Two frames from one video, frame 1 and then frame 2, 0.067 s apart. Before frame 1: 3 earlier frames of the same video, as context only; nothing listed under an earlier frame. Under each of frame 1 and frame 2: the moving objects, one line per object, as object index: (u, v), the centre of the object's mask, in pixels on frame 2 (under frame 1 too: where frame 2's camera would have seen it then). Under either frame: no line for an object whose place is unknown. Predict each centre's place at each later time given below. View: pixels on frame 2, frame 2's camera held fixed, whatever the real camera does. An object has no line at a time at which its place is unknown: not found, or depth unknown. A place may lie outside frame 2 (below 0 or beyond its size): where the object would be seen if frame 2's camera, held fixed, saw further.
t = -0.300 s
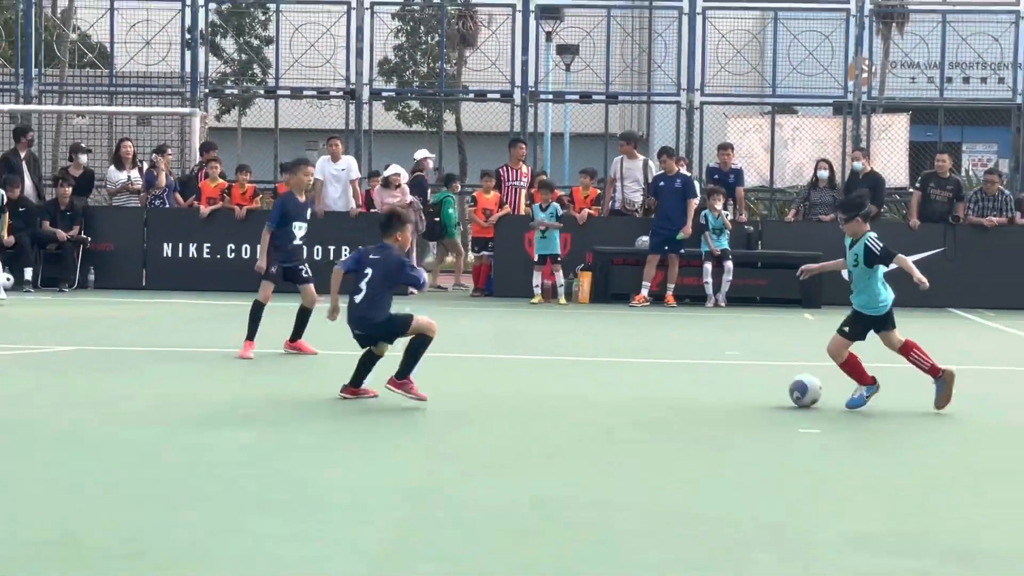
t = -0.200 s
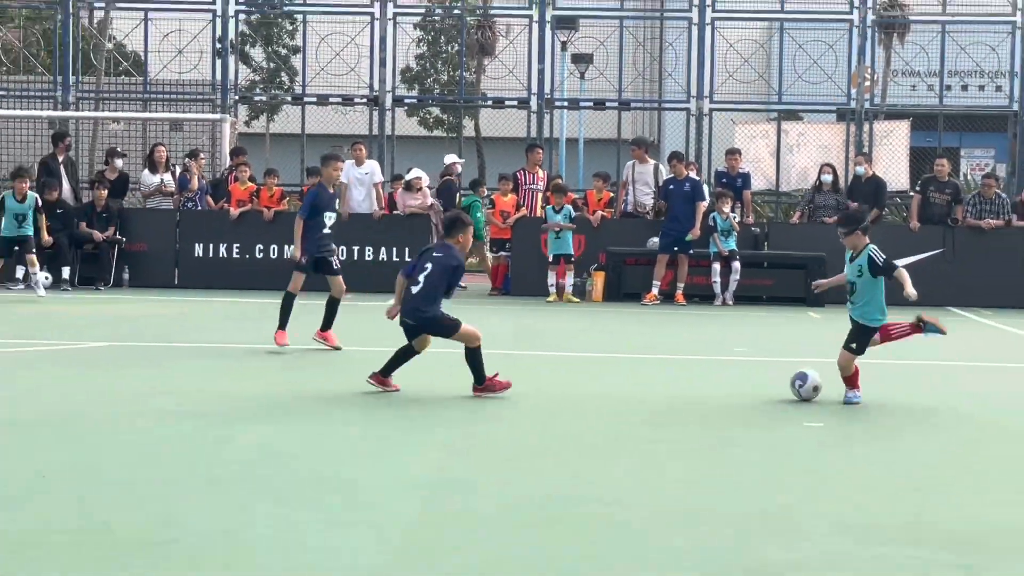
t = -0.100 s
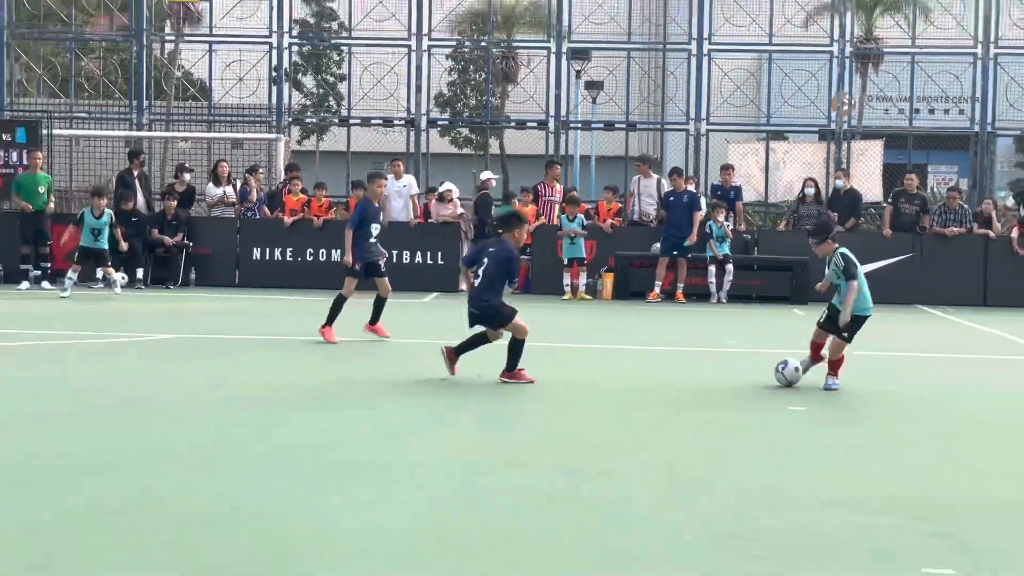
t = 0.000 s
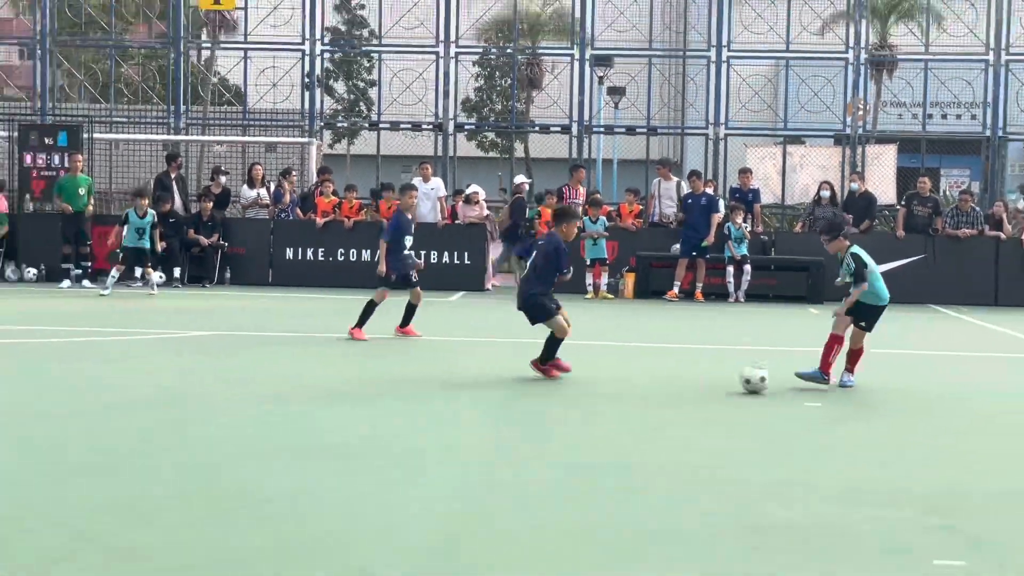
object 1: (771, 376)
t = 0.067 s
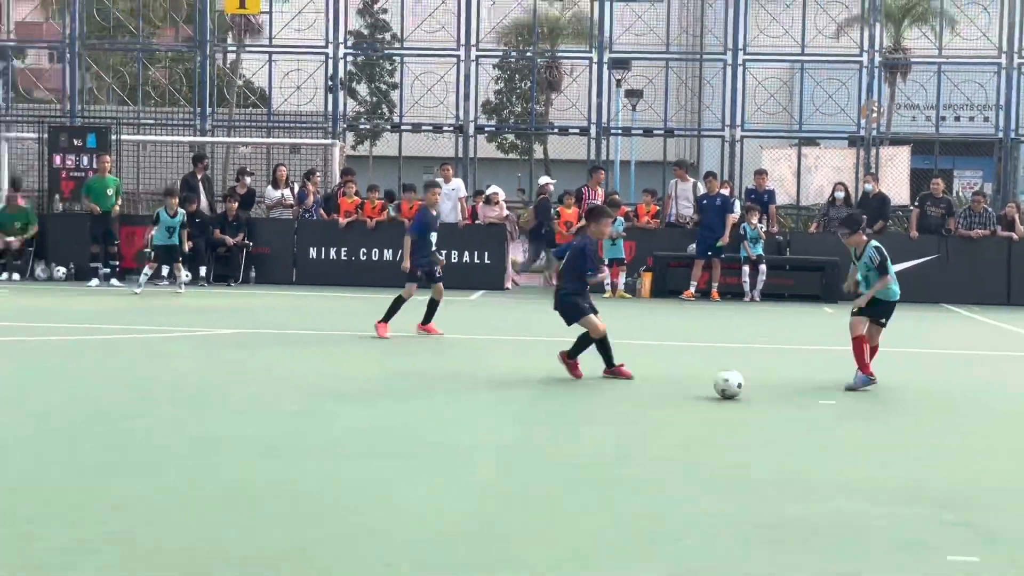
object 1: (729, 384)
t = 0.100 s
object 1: (707, 388)
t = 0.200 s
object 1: (651, 399)
